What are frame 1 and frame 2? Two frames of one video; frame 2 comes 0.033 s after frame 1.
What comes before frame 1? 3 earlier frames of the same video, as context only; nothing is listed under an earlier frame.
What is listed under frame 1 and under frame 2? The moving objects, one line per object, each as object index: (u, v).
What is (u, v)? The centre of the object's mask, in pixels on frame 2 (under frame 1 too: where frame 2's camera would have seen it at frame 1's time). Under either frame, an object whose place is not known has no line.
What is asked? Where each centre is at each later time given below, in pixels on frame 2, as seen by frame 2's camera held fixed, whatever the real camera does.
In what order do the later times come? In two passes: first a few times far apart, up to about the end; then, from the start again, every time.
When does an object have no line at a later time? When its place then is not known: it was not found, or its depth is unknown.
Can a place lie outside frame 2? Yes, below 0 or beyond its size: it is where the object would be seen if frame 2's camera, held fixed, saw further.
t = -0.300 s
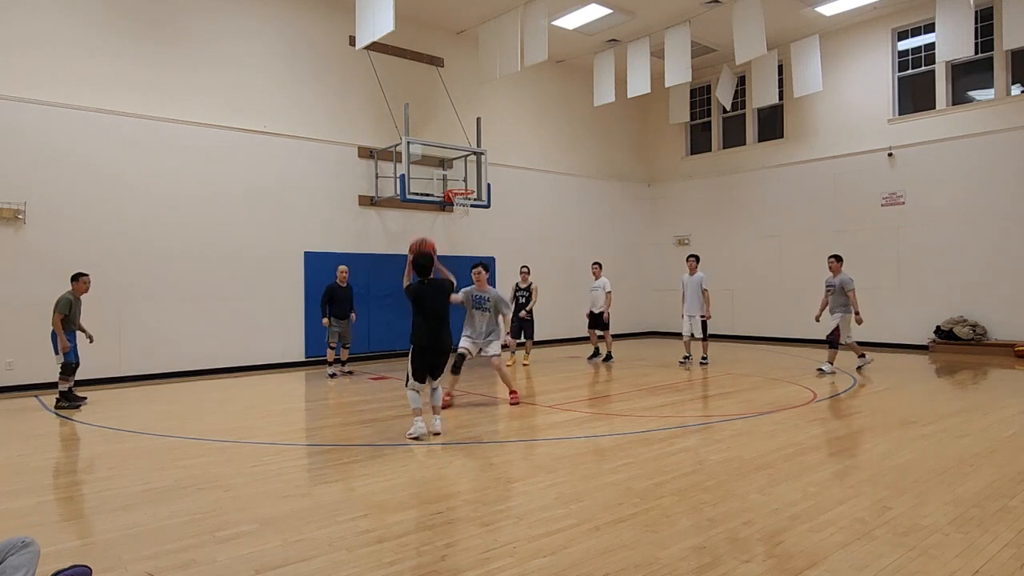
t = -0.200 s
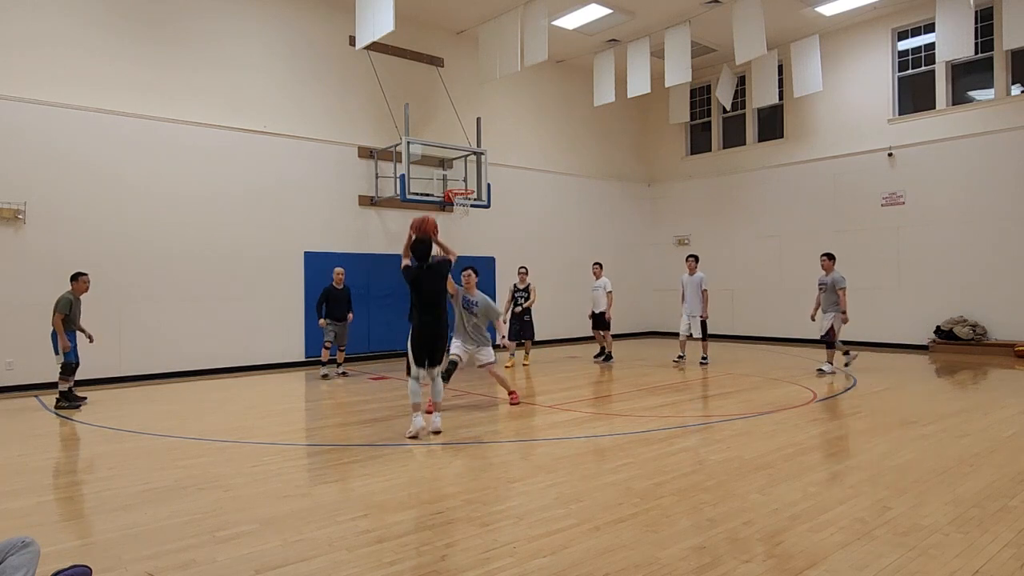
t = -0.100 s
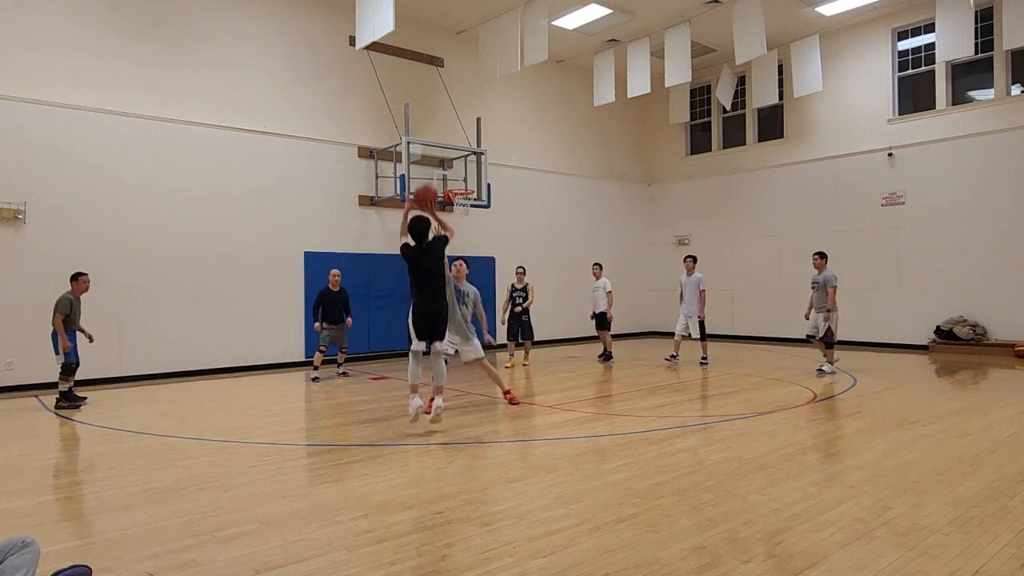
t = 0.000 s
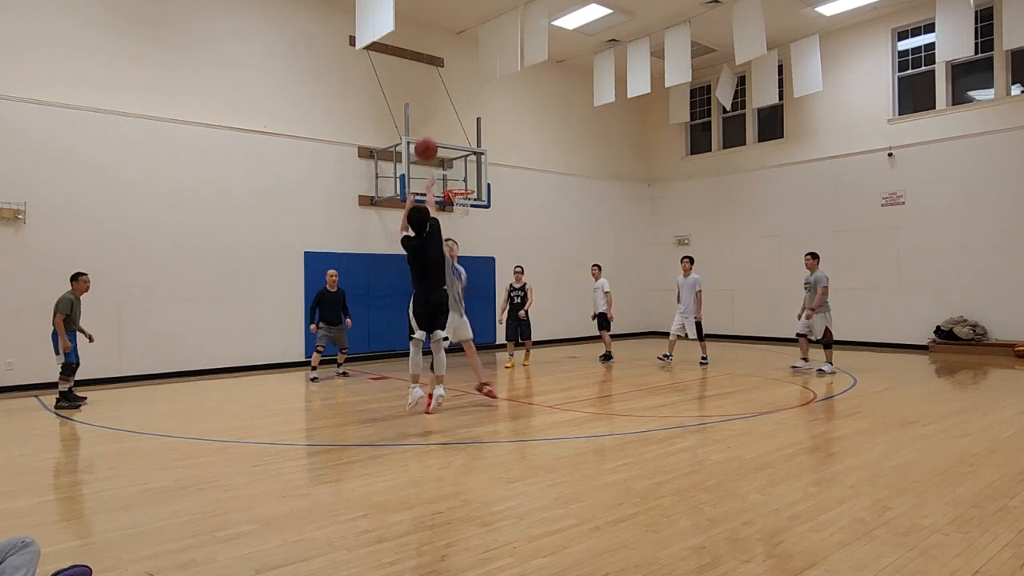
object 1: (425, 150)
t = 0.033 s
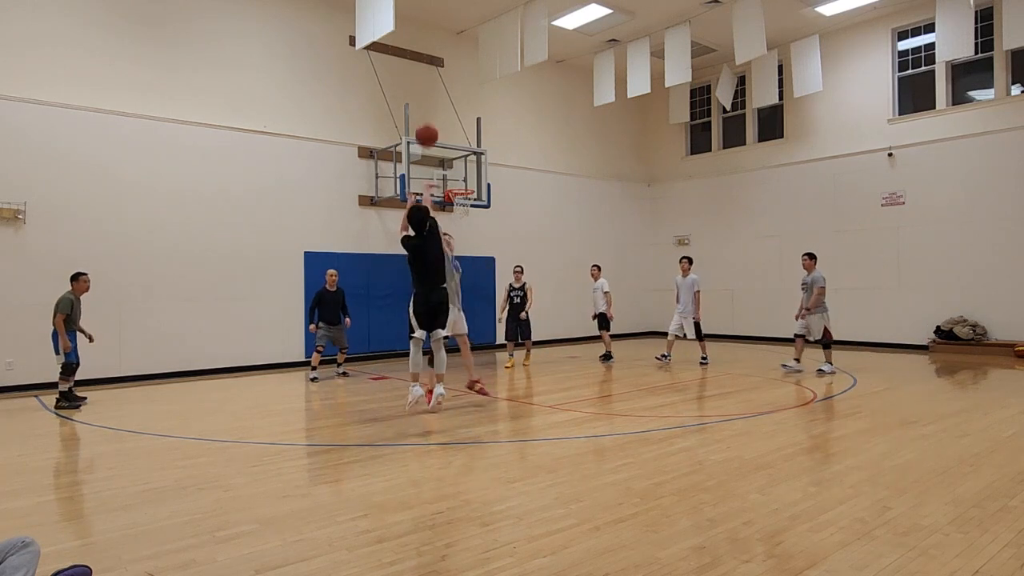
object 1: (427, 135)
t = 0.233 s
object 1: (431, 83)
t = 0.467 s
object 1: (435, 71)
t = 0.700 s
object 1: (440, 97)
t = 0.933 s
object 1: (444, 149)
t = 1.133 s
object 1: (431, 196)
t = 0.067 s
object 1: (427, 123)
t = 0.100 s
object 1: (428, 112)
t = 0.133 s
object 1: (428, 103)
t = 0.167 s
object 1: (429, 95)
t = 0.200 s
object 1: (430, 88)
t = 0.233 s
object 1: (431, 83)
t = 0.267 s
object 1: (432, 78)
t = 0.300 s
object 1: (432, 75)
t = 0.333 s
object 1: (433, 72)
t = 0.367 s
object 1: (433, 71)
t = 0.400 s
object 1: (434, 71)
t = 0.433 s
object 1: (434, 71)
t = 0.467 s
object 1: (435, 71)
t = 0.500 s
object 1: (436, 73)
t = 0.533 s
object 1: (437, 75)
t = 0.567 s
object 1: (438, 78)
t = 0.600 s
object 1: (438, 82)
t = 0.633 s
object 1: (439, 86)
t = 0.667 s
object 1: (439, 91)
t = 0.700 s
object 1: (440, 97)
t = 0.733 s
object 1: (441, 103)
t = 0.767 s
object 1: (441, 109)
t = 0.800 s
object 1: (442, 116)
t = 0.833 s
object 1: (443, 124)
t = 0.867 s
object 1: (443, 131)
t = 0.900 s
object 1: (444, 140)
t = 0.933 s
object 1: (444, 149)
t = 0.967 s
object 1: (445, 159)
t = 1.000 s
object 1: (445, 167)
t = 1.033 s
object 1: (445, 178)
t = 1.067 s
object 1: (446, 187)
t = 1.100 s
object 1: (440, 192)
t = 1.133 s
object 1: (431, 196)
